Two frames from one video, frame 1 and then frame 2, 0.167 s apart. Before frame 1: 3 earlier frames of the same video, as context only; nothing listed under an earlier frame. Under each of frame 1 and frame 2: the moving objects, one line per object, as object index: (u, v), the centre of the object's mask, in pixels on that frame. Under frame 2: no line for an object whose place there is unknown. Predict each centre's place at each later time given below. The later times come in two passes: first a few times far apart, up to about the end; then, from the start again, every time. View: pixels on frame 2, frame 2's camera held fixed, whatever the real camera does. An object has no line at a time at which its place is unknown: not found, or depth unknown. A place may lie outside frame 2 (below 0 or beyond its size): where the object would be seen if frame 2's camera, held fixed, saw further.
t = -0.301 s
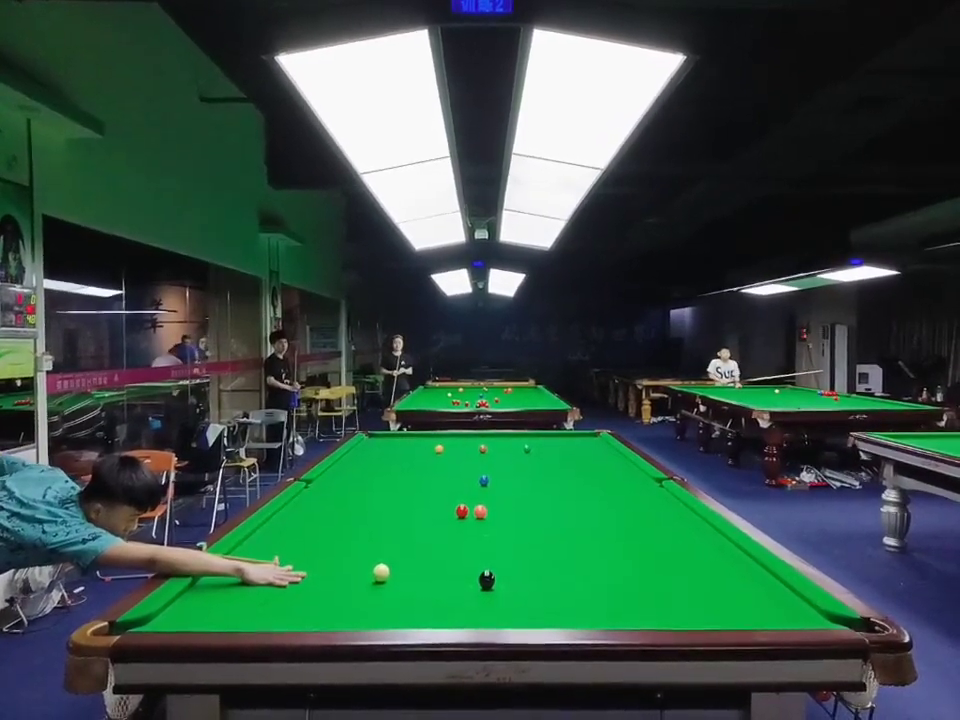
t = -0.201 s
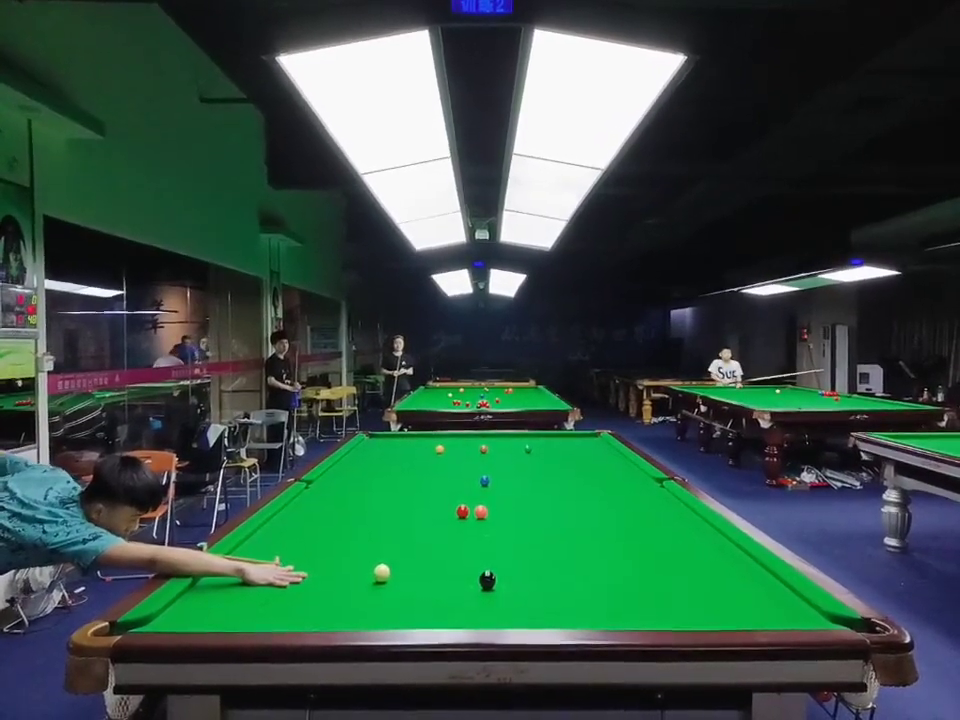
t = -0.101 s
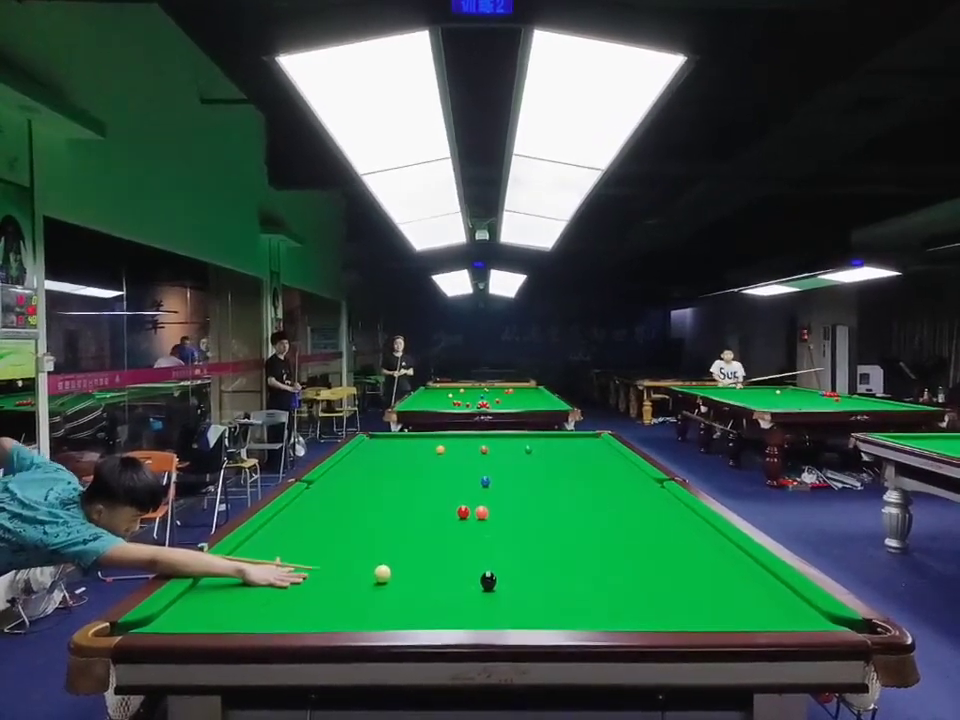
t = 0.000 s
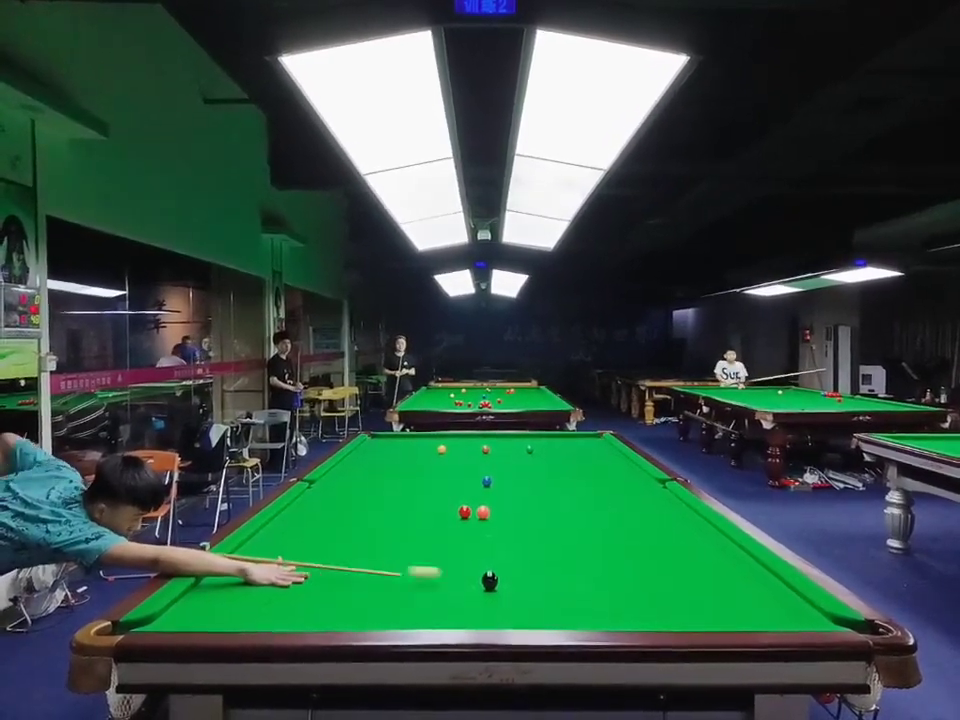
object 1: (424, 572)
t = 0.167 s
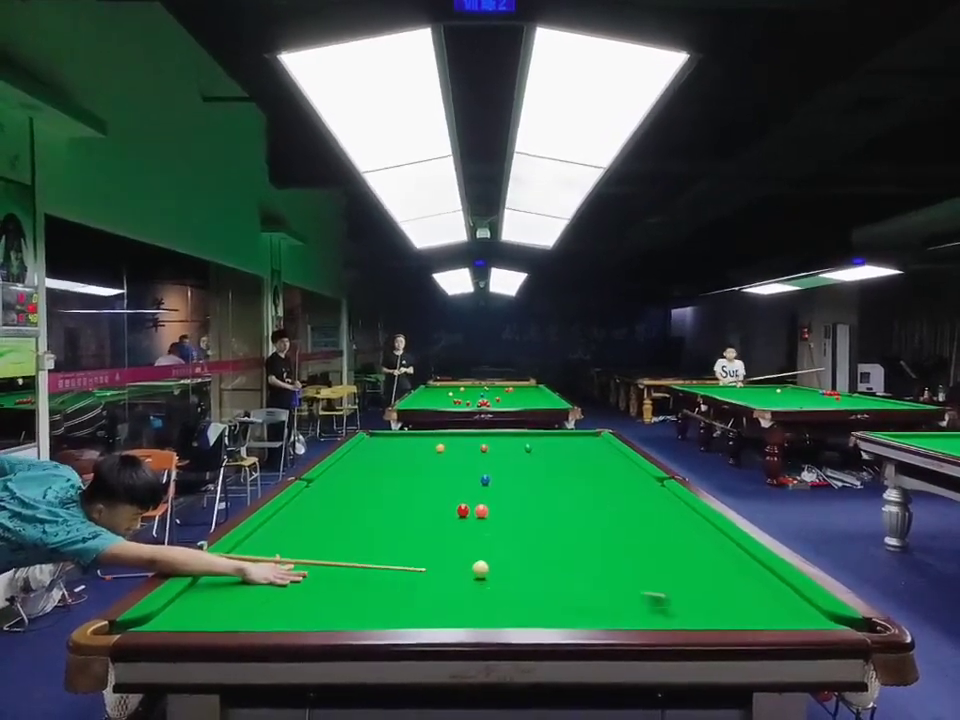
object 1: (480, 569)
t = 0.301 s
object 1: (485, 563)
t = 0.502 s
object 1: (492, 554)
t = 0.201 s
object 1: (482, 567)
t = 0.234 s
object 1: (483, 566)
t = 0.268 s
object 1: (485, 564)
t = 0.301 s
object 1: (485, 563)
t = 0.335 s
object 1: (487, 561)
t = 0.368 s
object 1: (488, 560)
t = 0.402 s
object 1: (489, 558)
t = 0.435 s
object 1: (490, 557)
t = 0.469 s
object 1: (491, 556)
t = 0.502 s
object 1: (492, 554)
